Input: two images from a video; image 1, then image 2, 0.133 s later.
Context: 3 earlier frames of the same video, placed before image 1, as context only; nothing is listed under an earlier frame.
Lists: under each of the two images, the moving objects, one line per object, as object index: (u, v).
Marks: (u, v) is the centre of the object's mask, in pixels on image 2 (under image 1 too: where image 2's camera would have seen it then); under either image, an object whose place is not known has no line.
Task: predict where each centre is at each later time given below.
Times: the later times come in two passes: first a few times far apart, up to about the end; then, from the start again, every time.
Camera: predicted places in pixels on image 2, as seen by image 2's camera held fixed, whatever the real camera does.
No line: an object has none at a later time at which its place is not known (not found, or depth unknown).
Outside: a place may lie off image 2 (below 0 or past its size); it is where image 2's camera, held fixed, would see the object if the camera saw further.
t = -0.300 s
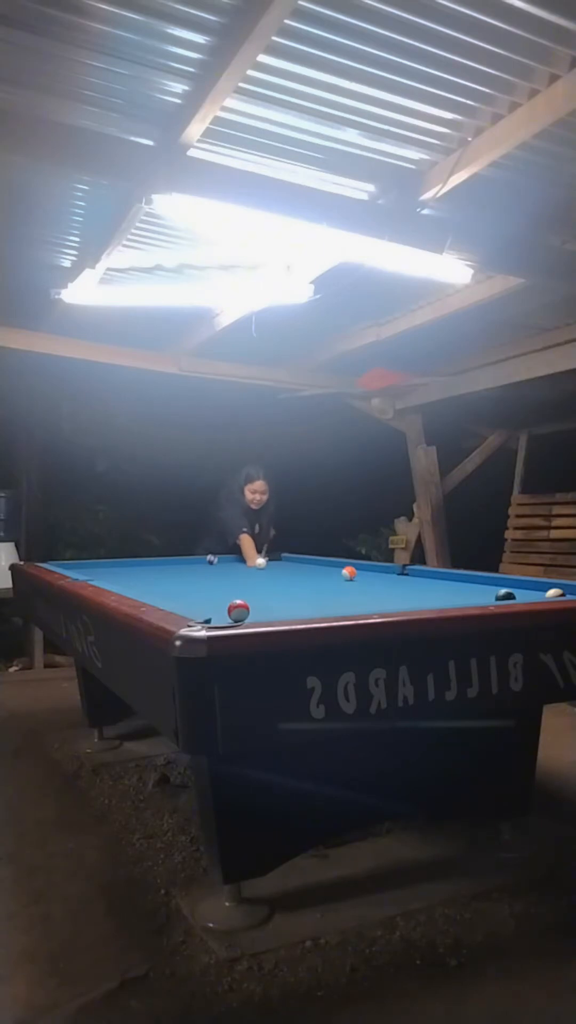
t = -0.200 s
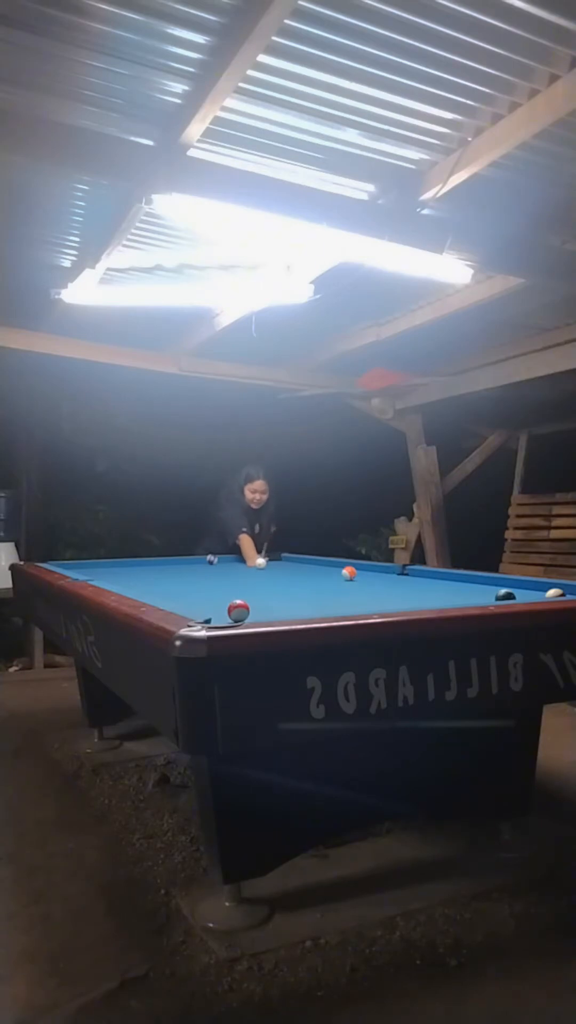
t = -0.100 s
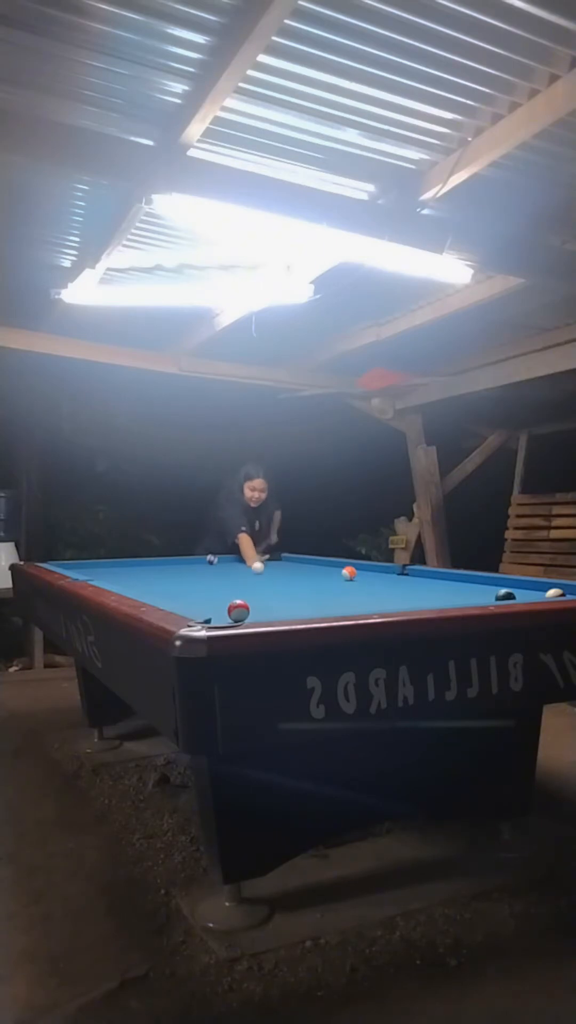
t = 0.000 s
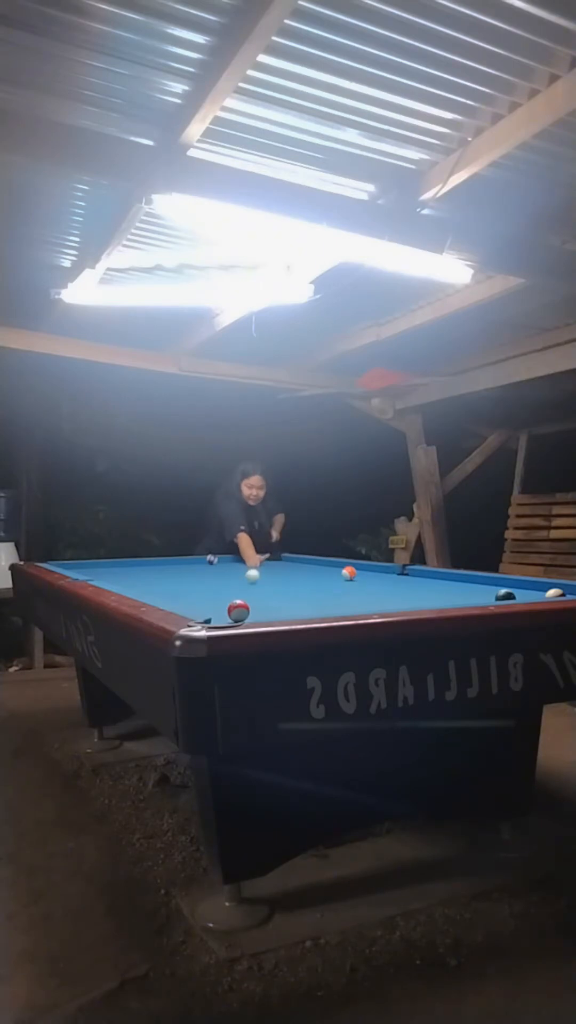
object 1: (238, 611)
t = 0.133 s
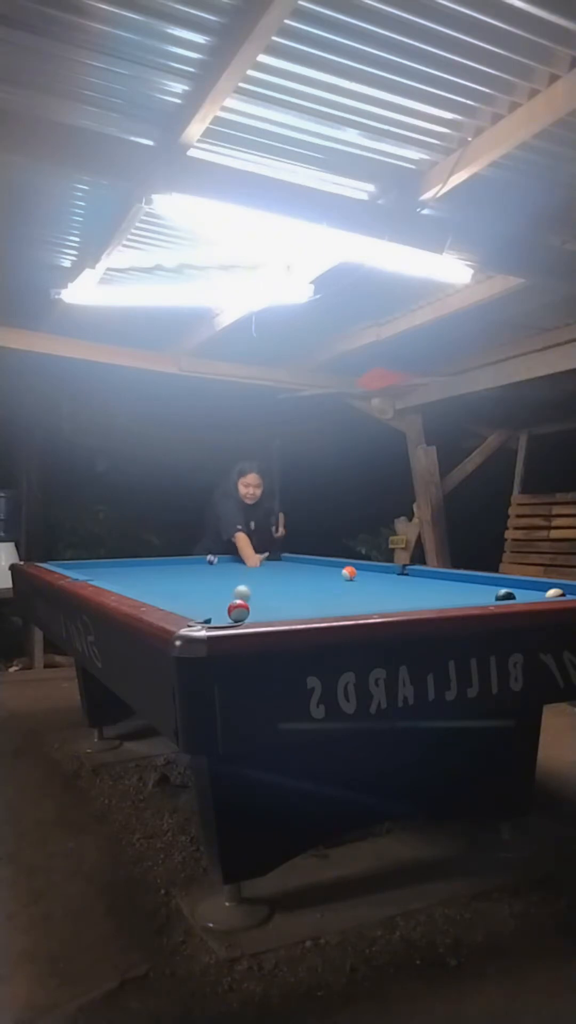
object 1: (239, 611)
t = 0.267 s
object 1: (259, 615)
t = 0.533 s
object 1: (191, 604)
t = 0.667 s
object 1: (185, 600)
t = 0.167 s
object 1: (239, 611)
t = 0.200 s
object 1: (240, 612)
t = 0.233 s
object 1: (250, 613)
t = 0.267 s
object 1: (259, 615)
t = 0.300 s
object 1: (251, 615)
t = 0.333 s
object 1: (239, 615)
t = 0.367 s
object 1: (219, 614)
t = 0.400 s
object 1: (211, 611)
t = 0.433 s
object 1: (206, 609)
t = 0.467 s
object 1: (196, 606)
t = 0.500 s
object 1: (194, 605)
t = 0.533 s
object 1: (191, 604)
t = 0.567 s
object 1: (189, 603)
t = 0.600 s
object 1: (188, 602)
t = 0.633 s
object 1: (186, 601)
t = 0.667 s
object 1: (185, 600)
